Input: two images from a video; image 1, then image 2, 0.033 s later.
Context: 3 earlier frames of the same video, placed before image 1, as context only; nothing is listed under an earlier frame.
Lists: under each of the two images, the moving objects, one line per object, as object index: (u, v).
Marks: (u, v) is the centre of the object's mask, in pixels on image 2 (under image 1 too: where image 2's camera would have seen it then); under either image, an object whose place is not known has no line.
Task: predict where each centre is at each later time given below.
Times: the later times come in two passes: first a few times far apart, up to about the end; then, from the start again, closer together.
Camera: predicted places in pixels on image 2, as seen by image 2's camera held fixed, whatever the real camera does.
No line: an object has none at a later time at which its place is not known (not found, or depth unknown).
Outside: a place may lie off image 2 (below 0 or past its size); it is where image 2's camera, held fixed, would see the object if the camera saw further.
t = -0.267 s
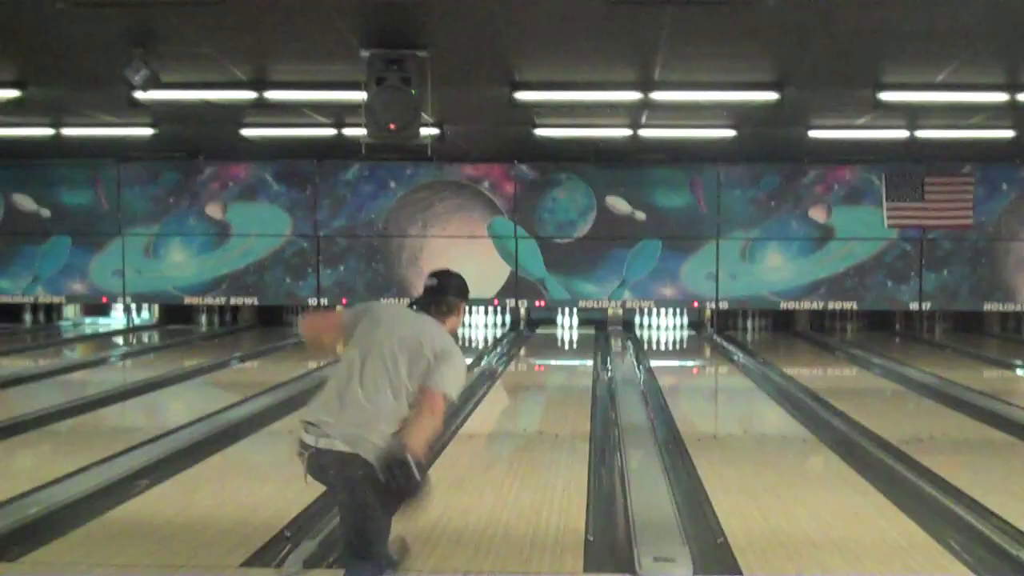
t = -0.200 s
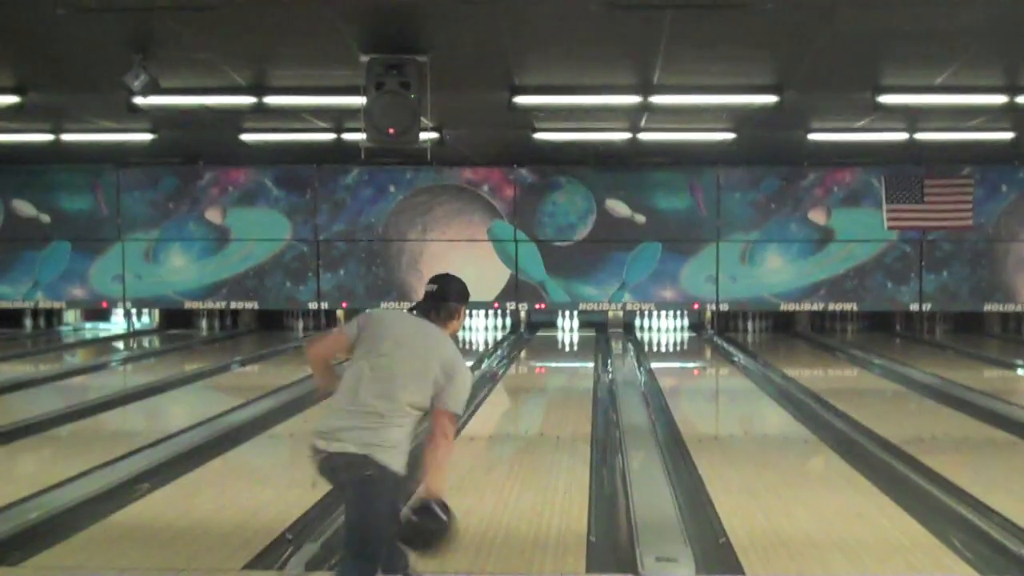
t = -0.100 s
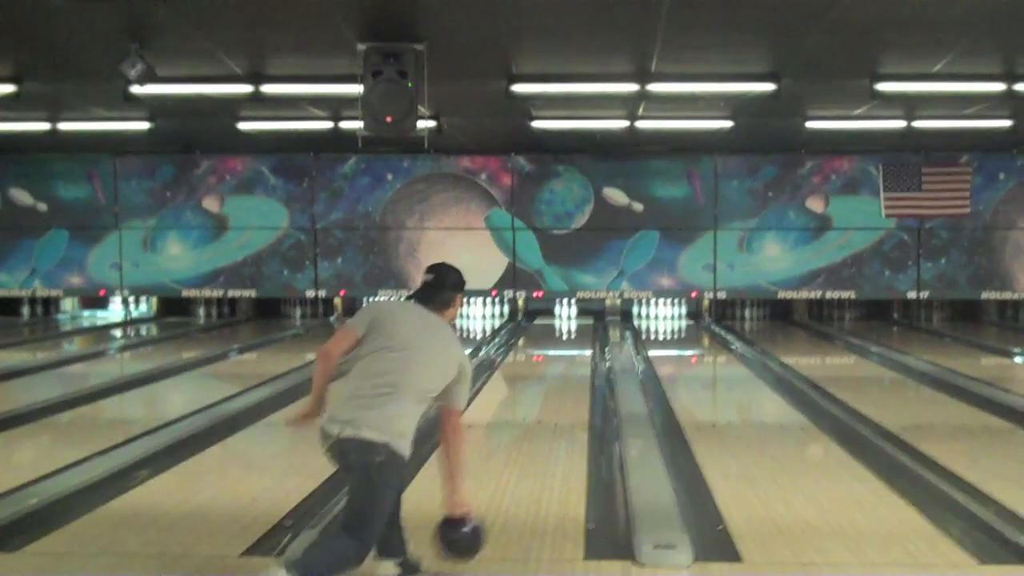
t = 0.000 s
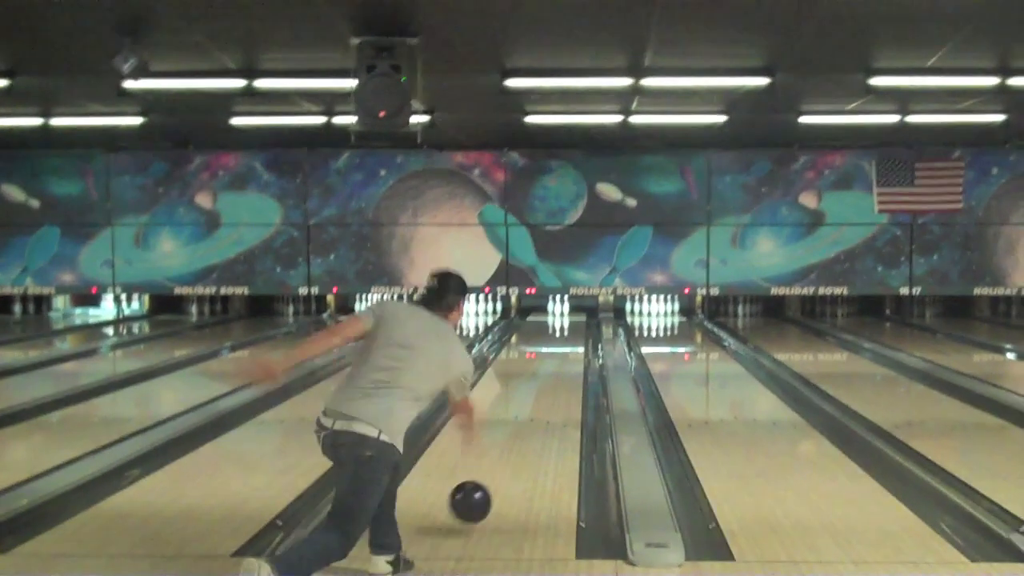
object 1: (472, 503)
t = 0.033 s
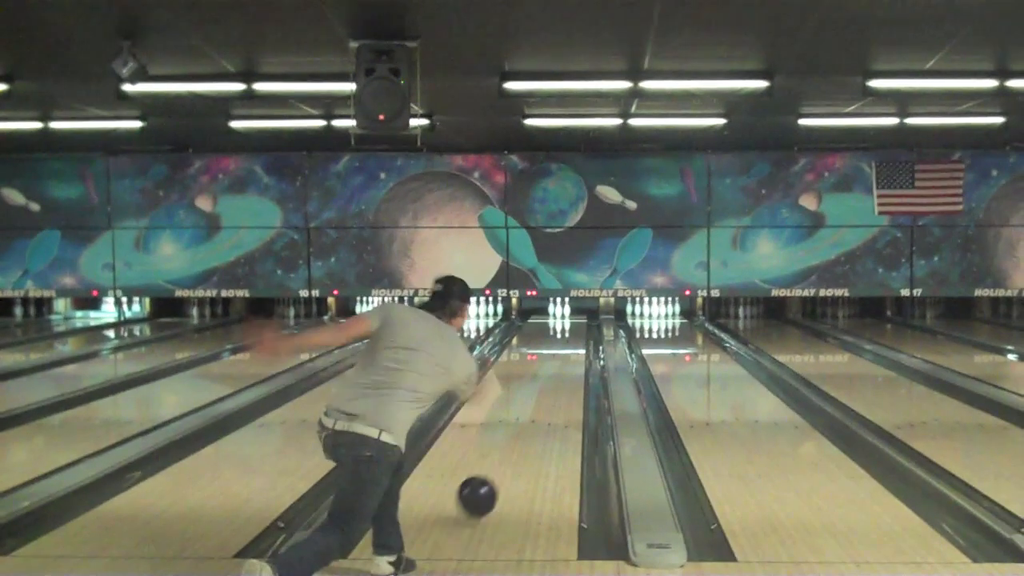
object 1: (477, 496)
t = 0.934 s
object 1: (533, 356)
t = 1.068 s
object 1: (537, 348)
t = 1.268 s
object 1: (542, 339)
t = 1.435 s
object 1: (546, 330)
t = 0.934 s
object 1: (533, 356)
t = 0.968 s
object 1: (534, 353)
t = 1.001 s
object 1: (536, 350)
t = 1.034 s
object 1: (537, 349)
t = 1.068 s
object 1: (537, 348)
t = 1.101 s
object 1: (538, 346)
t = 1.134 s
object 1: (539, 344)
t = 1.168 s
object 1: (541, 342)
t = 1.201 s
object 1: (540, 342)
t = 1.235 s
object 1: (542, 340)
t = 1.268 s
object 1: (542, 339)
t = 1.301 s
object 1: (542, 337)
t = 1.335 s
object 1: (544, 334)
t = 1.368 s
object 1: (545, 333)
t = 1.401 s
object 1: (544, 332)
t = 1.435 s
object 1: (546, 330)
